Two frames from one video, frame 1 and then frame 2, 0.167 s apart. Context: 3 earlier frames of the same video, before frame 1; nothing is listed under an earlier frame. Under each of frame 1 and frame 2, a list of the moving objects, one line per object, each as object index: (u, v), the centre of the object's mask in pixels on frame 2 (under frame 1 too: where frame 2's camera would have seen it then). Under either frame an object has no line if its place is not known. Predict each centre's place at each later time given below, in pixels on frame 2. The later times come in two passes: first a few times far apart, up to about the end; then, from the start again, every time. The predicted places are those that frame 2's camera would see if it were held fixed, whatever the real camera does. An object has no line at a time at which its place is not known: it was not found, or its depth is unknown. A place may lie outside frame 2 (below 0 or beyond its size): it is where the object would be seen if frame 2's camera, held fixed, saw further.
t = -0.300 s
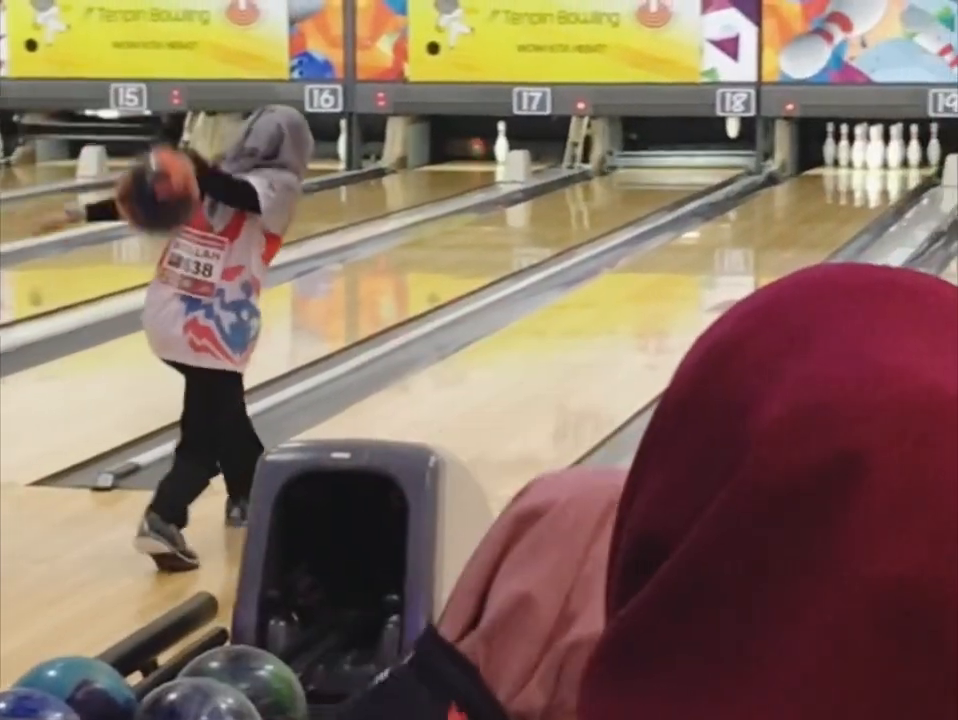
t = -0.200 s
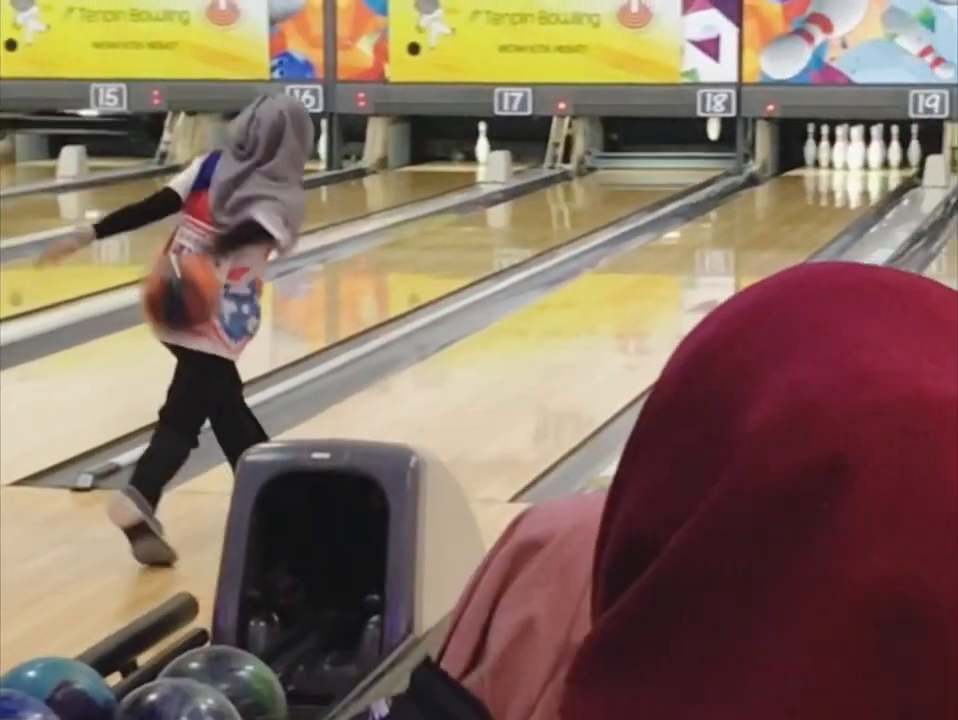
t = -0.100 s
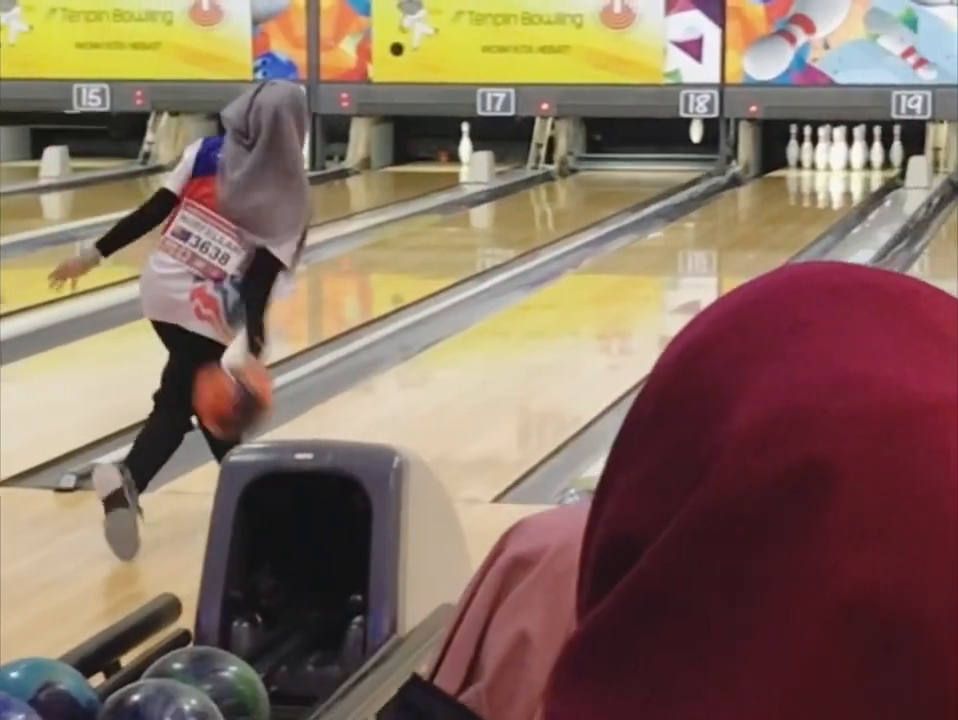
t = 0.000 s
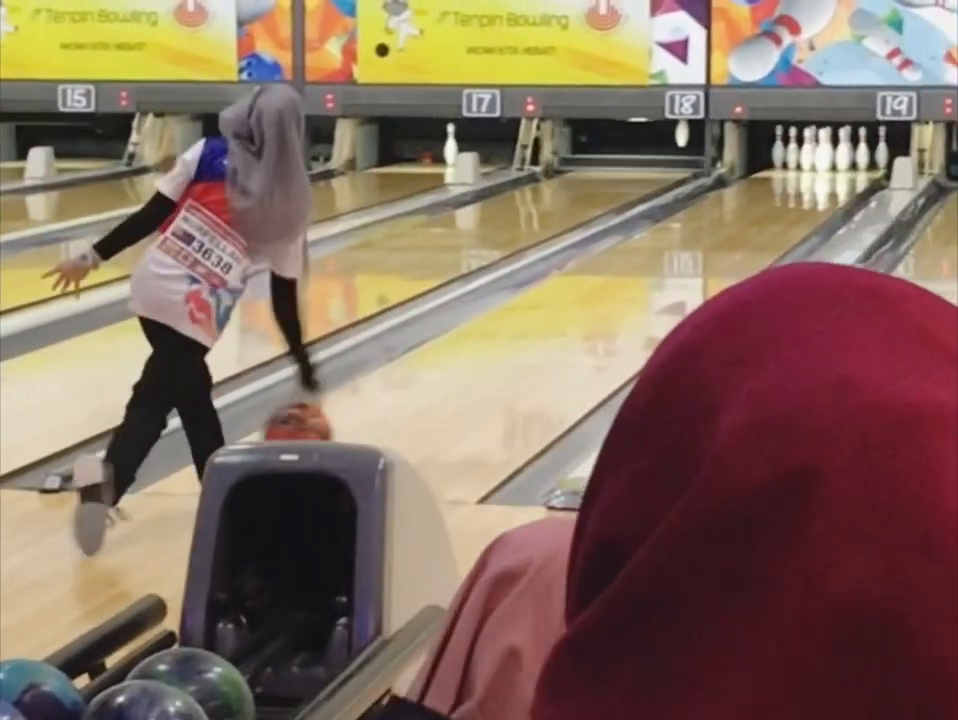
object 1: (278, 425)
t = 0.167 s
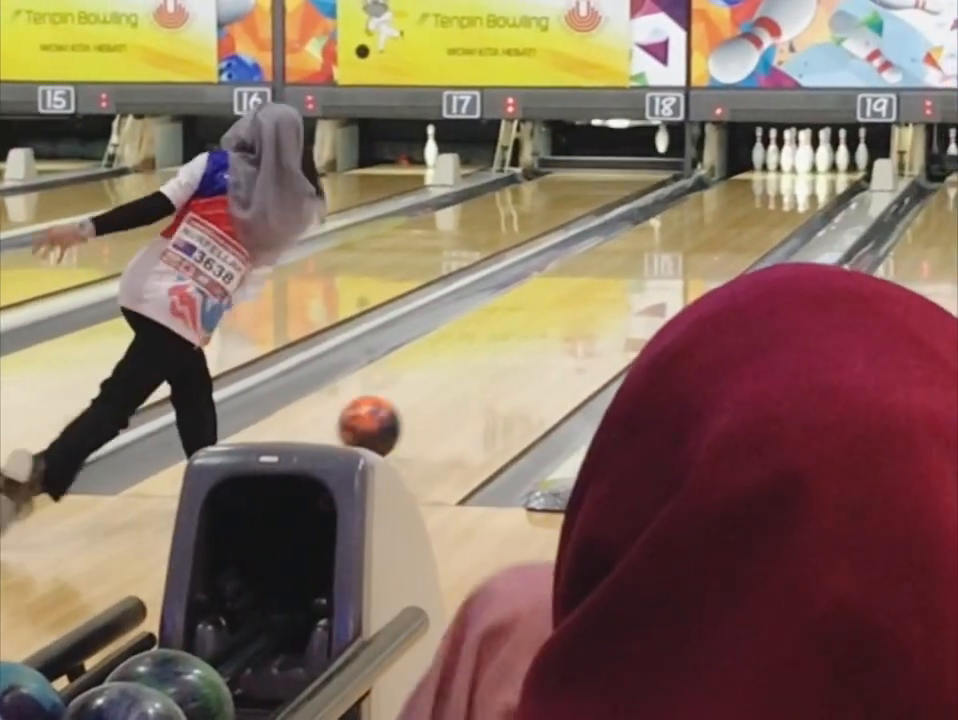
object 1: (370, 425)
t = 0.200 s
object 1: (385, 420)
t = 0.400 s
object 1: (468, 375)
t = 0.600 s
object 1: (533, 341)
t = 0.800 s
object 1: (586, 311)
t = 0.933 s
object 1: (616, 295)
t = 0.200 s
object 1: (385, 420)
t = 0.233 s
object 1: (400, 412)
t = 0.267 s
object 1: (415, 404)
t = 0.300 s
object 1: (429, 397)
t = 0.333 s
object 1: (442, 389)
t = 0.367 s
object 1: (456, 383)
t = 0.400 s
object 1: (468, 375)
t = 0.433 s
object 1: (480, 369)
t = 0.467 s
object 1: (491, 363)
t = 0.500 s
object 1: (502, 357)
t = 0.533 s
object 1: (513, 351)
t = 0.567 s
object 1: (523, 346)
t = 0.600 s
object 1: (533, 341)
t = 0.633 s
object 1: (542, 336)
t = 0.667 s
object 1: (551, 330)
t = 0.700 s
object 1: (561, 325)
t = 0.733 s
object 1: (569, 320)
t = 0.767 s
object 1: (578, 316)
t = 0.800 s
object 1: (586, 311)
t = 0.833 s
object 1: (594, 307)
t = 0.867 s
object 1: (602, 303)
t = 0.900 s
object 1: (609, 299)
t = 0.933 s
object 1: (616, 295)
